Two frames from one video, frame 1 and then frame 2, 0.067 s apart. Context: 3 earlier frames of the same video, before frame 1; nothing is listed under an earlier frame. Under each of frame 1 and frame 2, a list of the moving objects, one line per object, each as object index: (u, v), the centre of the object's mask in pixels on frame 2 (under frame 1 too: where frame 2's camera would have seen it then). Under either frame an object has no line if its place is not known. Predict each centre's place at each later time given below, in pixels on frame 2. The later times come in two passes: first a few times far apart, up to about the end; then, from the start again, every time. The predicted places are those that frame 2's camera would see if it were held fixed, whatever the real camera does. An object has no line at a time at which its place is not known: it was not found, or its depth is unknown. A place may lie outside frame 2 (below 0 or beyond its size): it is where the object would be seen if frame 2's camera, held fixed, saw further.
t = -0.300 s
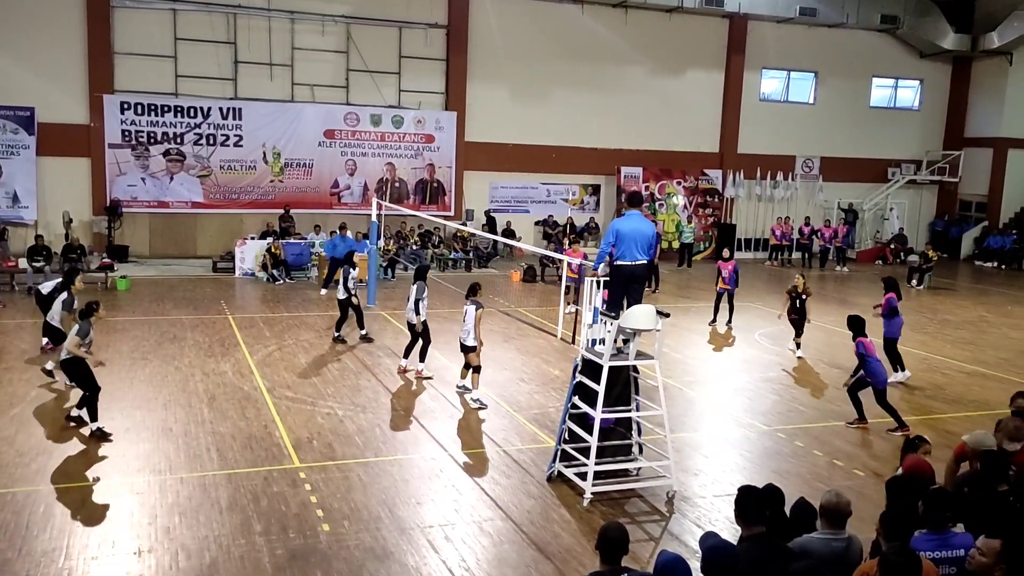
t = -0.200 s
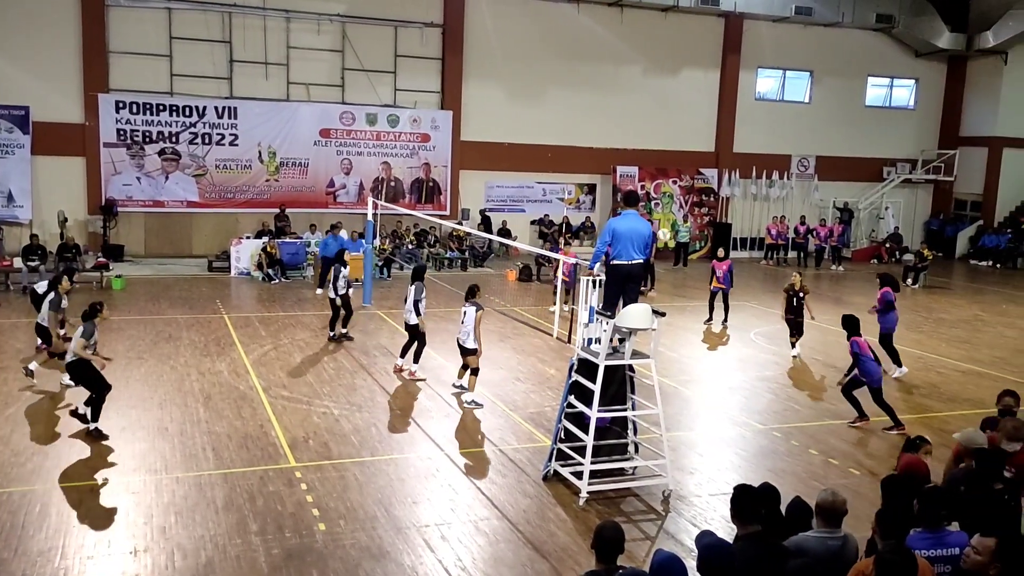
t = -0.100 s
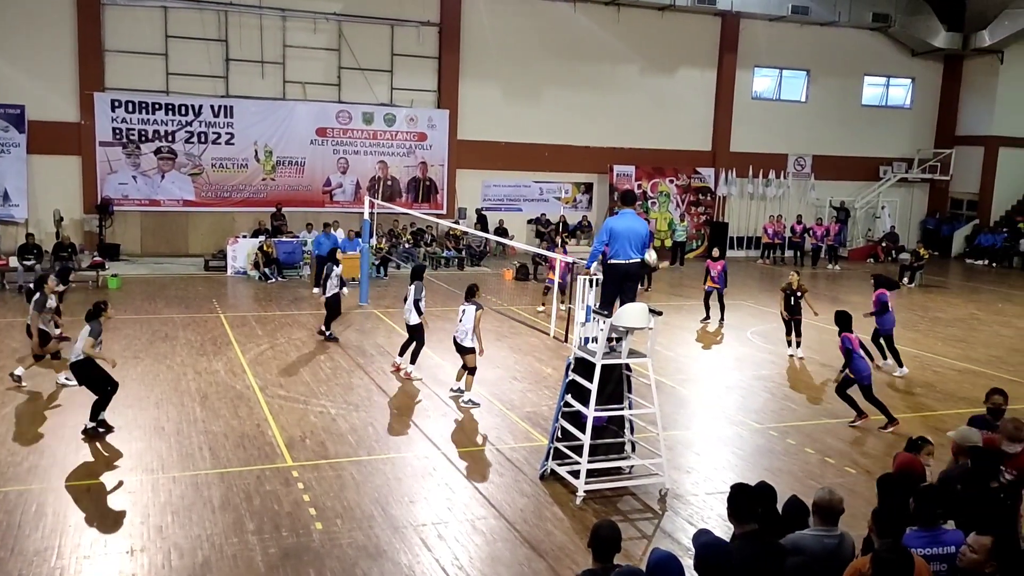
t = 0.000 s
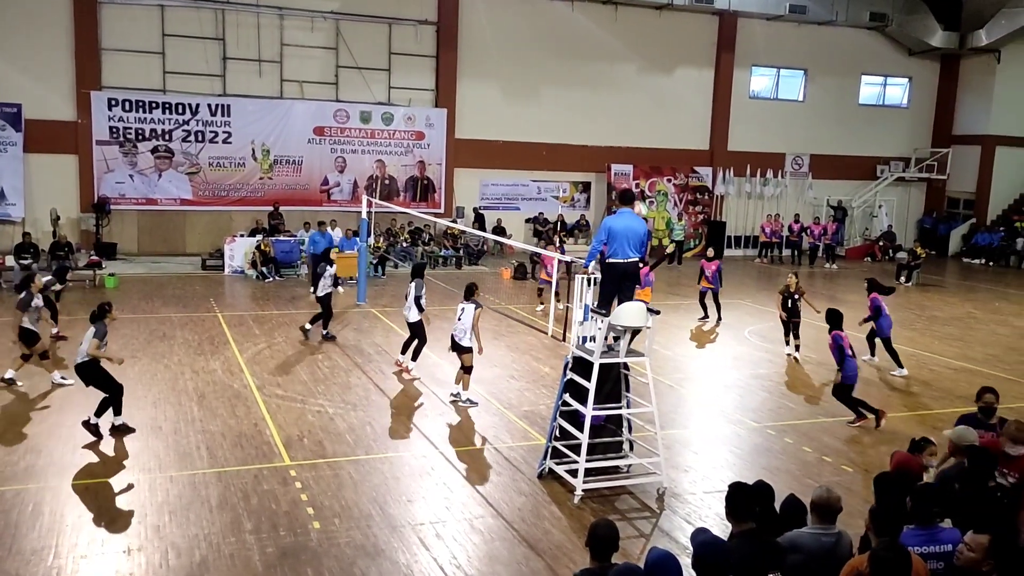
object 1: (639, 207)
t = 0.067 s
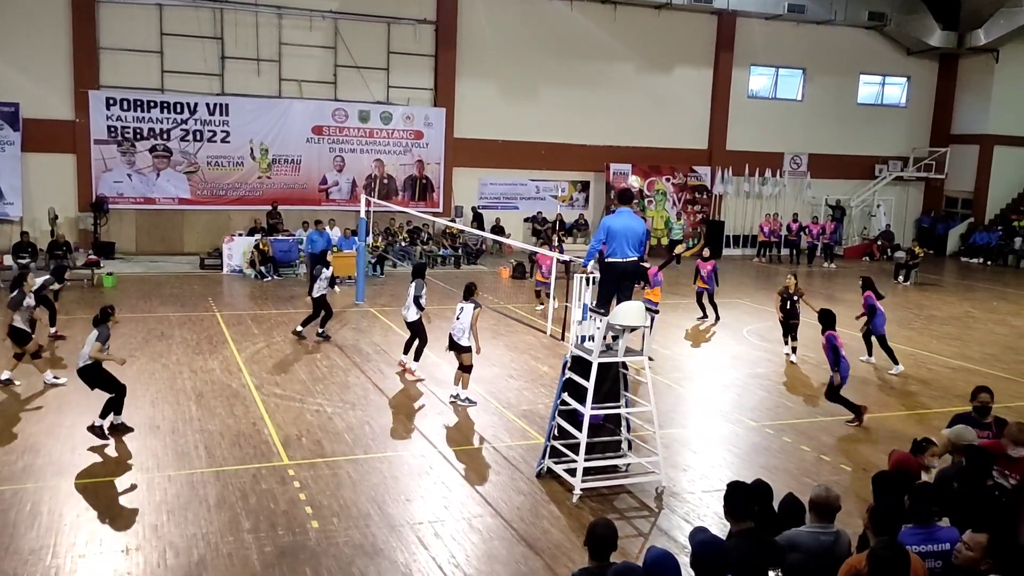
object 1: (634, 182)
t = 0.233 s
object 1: (618, 126)
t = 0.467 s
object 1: (595, 79)
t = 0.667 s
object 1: (575, 65)
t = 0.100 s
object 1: (631, 169)
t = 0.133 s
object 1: (628, 157)
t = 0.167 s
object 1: (624, 146)
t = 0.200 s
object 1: (621, 136)
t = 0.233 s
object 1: (618, 126)
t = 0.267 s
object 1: (615, 117)
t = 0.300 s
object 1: (612, 109)
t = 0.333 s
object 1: (608, 101)
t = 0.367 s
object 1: (605, 94)
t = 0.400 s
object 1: (602, 89)
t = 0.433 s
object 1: (598, 83)
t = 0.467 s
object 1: (595, 79)
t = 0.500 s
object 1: (592, 74)
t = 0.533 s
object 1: (589, 71)
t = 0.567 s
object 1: (585, 68)
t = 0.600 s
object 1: (581, 66)
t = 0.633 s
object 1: (578, 65)
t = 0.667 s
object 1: (575, 65)
